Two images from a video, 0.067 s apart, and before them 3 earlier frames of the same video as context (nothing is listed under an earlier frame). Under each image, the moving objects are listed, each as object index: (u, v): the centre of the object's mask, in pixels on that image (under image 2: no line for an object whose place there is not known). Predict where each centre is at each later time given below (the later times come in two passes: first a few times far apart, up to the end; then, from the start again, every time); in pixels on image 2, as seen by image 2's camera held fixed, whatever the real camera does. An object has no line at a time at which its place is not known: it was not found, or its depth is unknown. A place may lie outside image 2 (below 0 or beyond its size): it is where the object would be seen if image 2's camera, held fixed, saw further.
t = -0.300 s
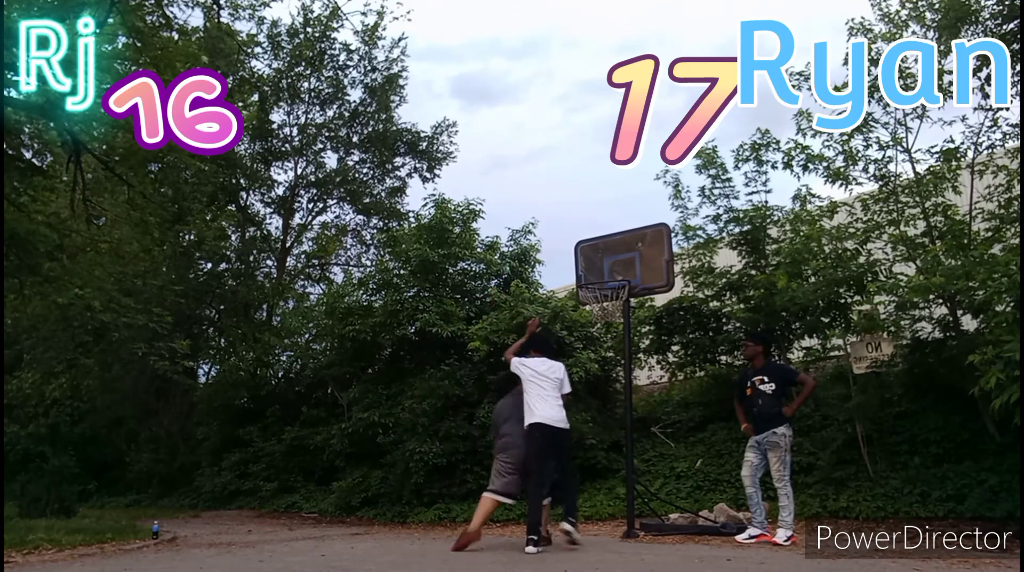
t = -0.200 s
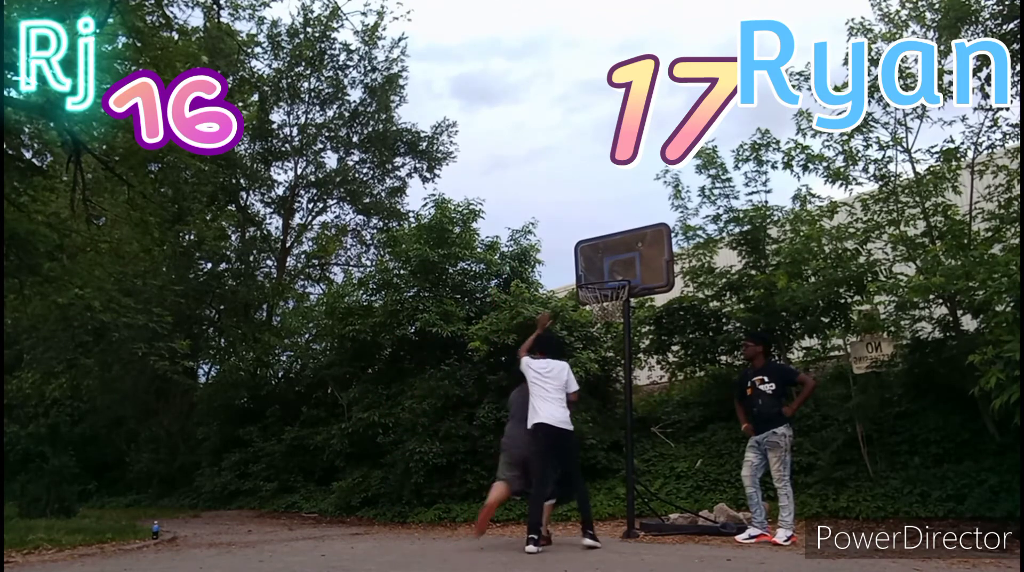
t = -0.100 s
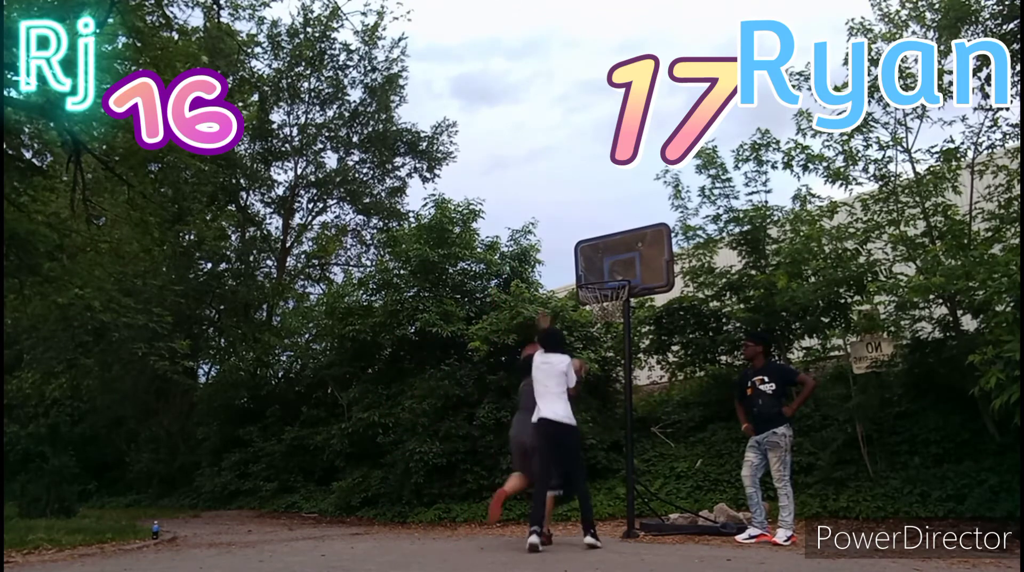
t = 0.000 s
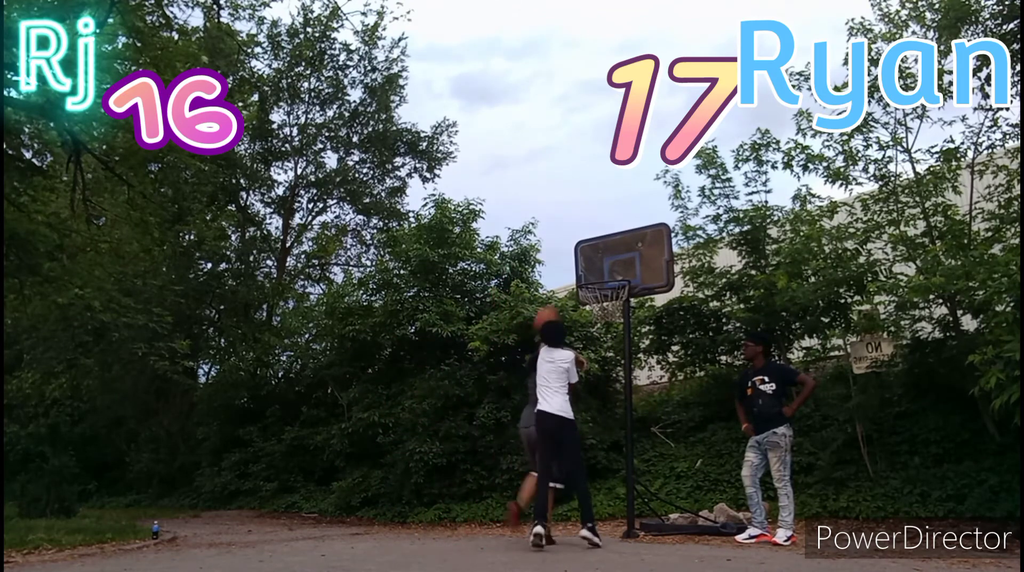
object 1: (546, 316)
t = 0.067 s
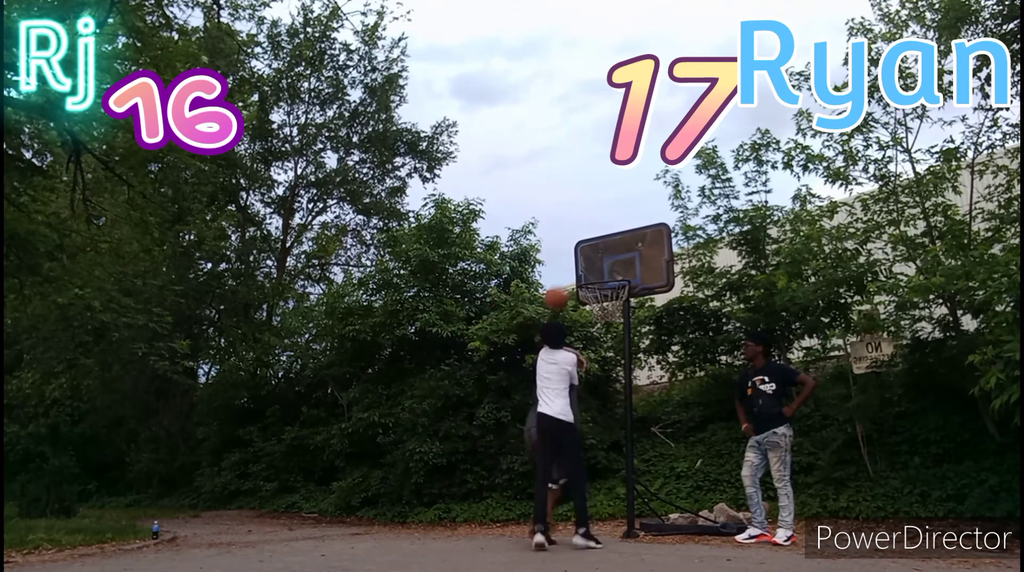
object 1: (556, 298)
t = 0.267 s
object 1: (580, 260)
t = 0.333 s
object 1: (585, 257)
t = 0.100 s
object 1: (561, 289)
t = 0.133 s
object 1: (567, 280)
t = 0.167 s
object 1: (572, 273)
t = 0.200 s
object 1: (575, 268)
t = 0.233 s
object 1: (577, 264)
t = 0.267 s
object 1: (580, 260)
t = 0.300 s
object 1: (582, 258)
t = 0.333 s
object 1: (585, 257)
